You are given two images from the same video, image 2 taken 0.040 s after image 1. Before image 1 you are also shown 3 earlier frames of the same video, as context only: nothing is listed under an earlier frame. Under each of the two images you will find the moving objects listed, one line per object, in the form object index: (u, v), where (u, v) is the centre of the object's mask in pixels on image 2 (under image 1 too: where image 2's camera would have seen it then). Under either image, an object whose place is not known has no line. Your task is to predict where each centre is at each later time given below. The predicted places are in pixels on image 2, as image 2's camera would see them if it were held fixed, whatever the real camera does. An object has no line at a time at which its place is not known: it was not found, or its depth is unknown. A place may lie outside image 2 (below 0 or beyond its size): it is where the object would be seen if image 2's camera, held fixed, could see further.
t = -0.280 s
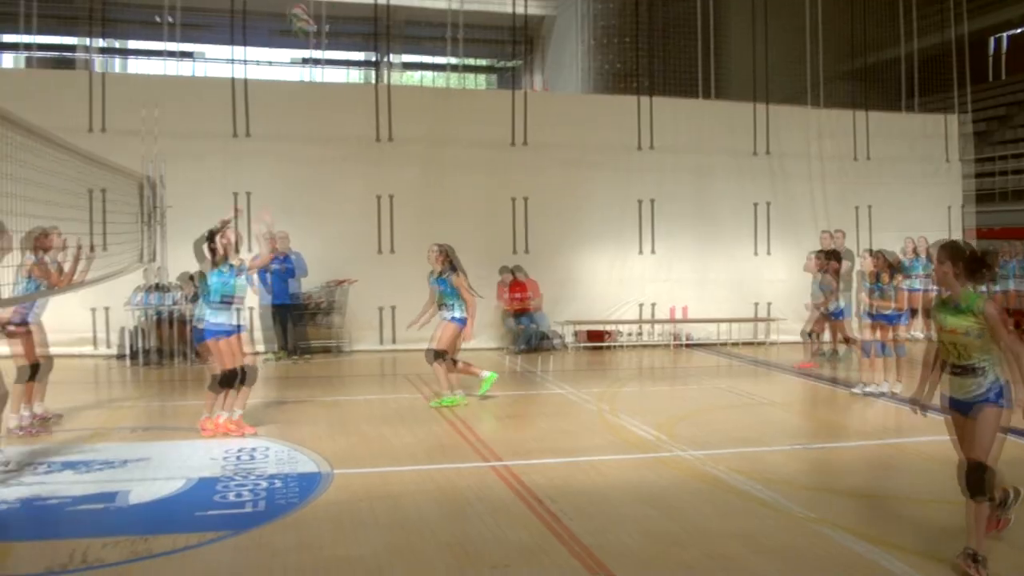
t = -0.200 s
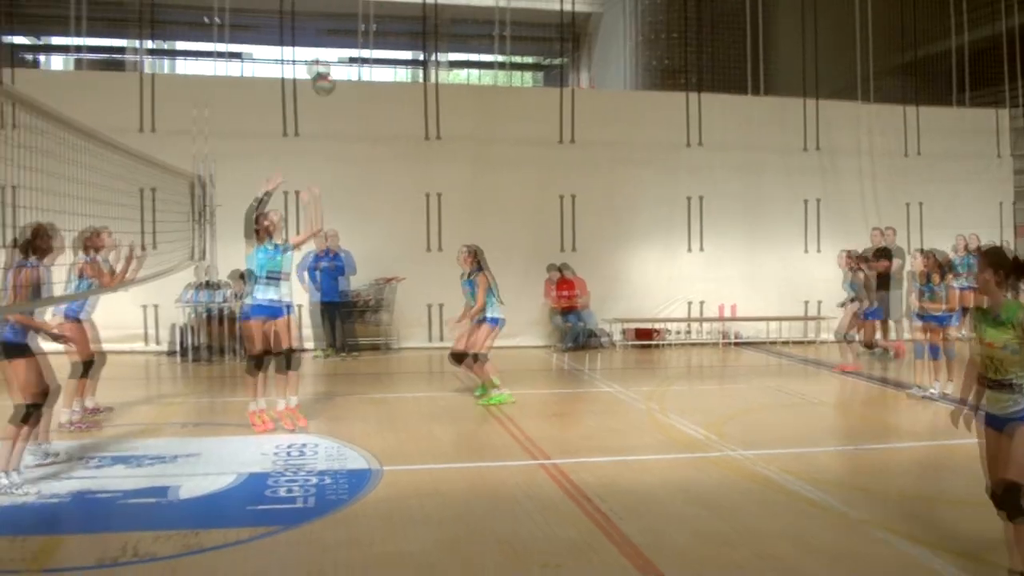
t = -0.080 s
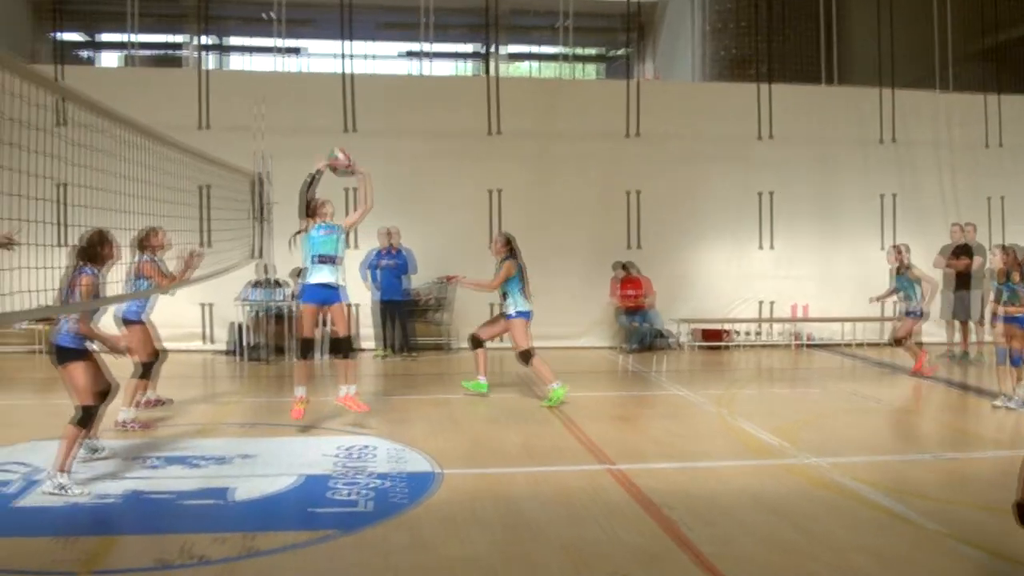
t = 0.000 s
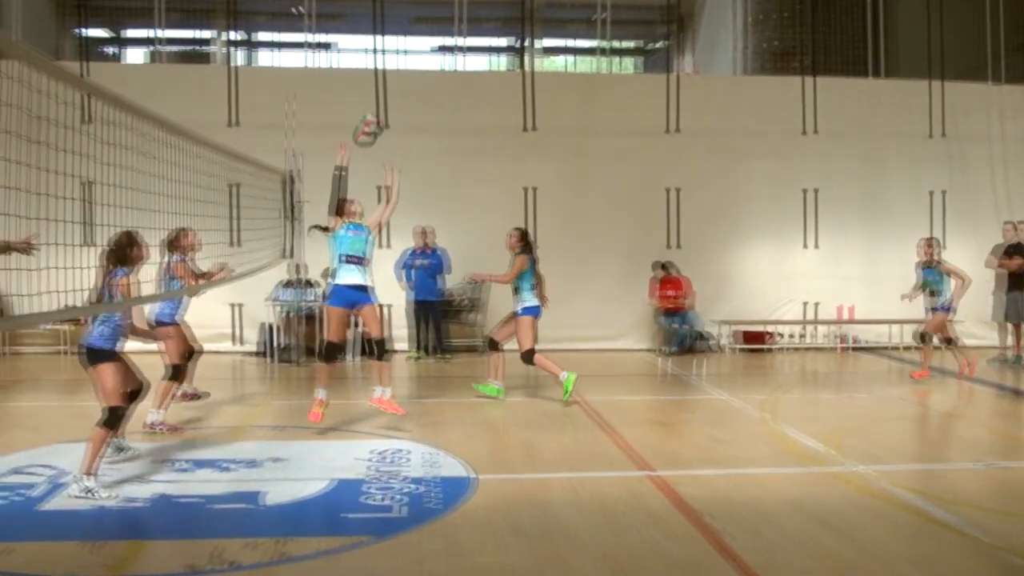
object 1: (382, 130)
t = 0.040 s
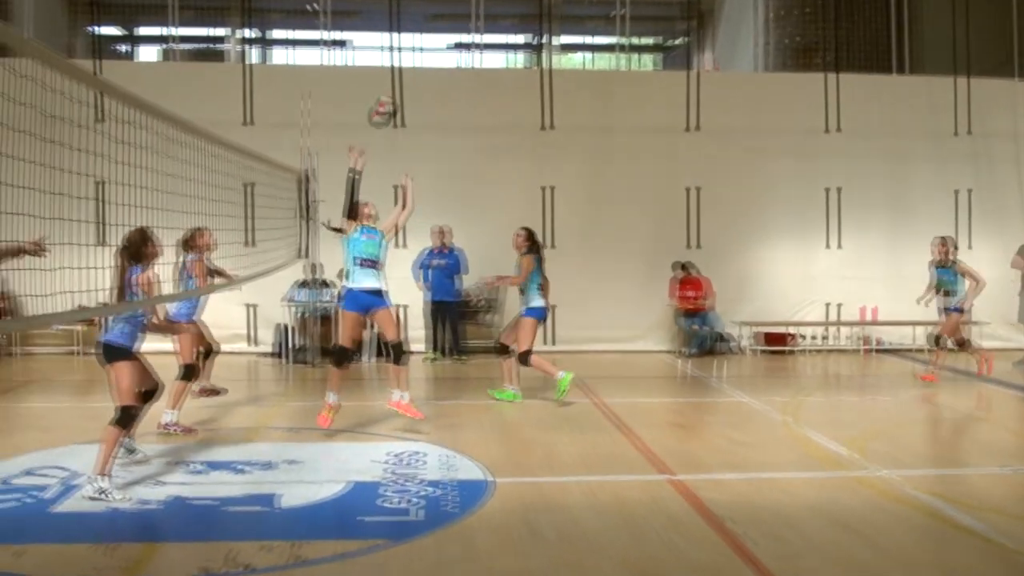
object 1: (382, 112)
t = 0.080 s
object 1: (383, 97)
